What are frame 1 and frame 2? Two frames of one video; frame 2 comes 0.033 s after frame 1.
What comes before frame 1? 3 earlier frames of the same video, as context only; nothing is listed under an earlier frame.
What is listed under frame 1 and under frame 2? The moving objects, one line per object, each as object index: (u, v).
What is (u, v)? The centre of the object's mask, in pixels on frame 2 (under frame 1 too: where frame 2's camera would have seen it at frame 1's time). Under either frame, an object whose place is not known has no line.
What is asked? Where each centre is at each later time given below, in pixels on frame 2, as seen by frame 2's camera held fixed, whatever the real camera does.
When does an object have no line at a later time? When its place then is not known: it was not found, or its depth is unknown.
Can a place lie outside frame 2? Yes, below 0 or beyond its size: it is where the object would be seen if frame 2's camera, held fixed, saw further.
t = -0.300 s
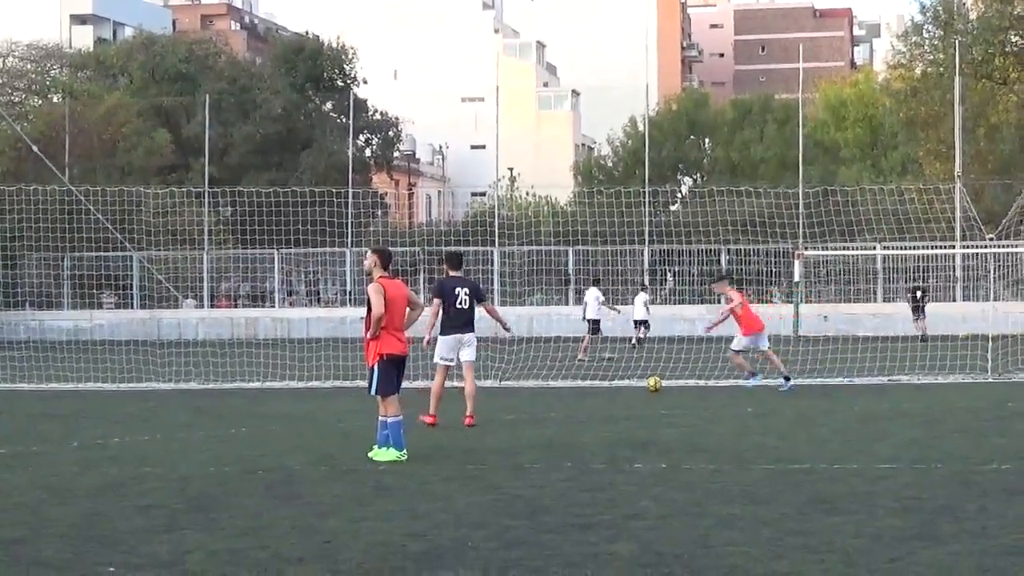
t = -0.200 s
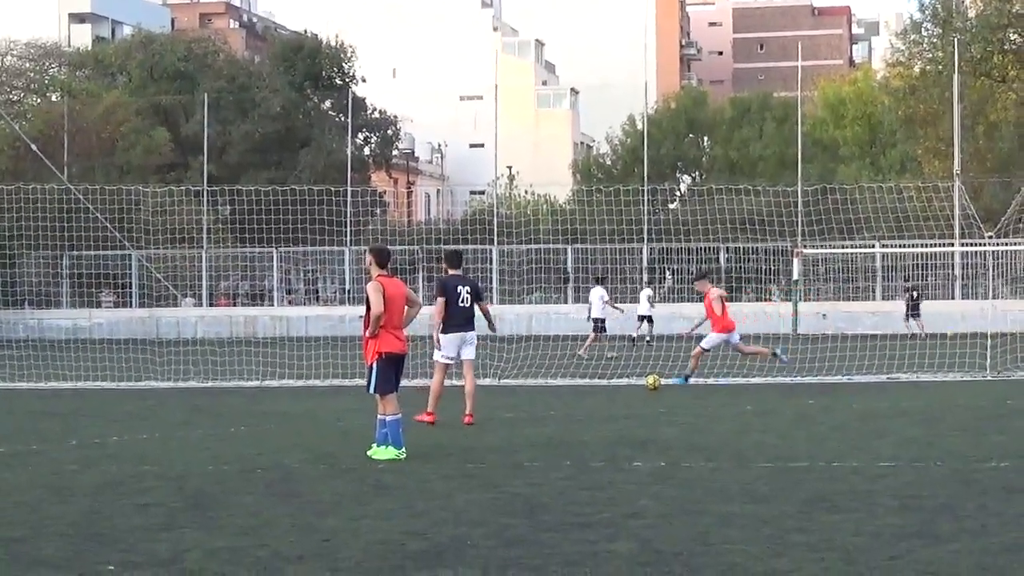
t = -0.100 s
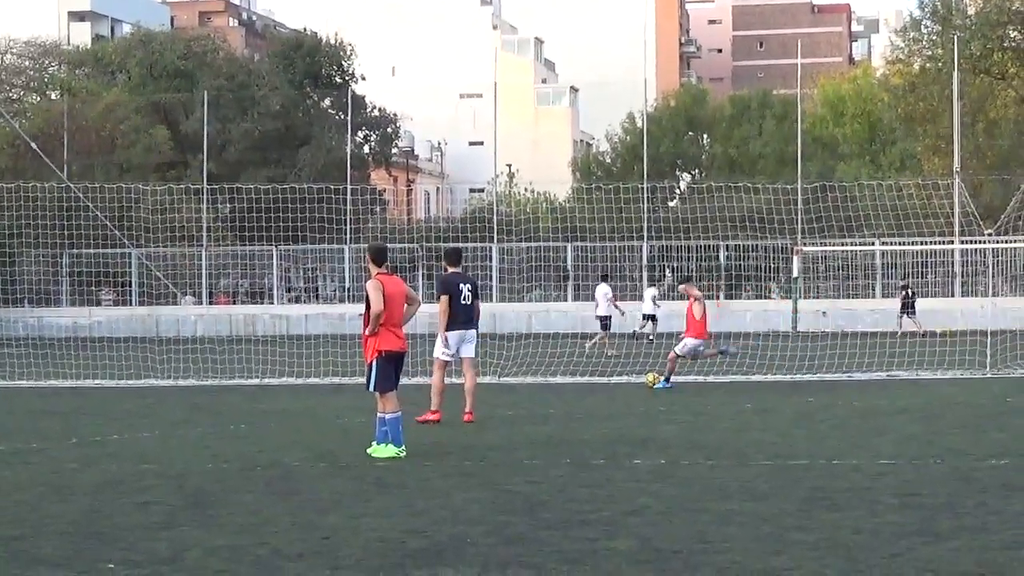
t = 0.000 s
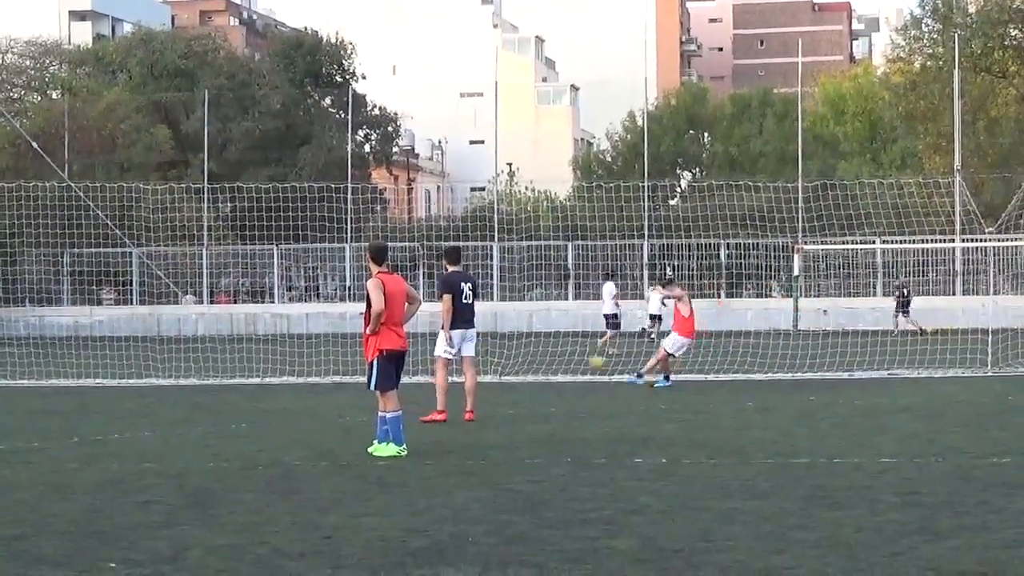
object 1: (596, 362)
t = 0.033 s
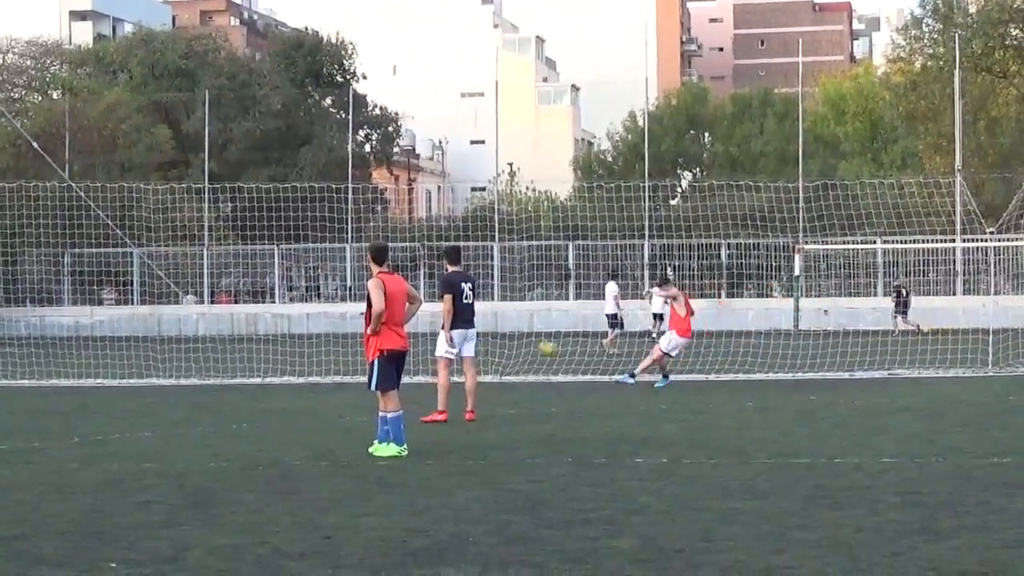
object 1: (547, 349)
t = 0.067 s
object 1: (497, 337)
